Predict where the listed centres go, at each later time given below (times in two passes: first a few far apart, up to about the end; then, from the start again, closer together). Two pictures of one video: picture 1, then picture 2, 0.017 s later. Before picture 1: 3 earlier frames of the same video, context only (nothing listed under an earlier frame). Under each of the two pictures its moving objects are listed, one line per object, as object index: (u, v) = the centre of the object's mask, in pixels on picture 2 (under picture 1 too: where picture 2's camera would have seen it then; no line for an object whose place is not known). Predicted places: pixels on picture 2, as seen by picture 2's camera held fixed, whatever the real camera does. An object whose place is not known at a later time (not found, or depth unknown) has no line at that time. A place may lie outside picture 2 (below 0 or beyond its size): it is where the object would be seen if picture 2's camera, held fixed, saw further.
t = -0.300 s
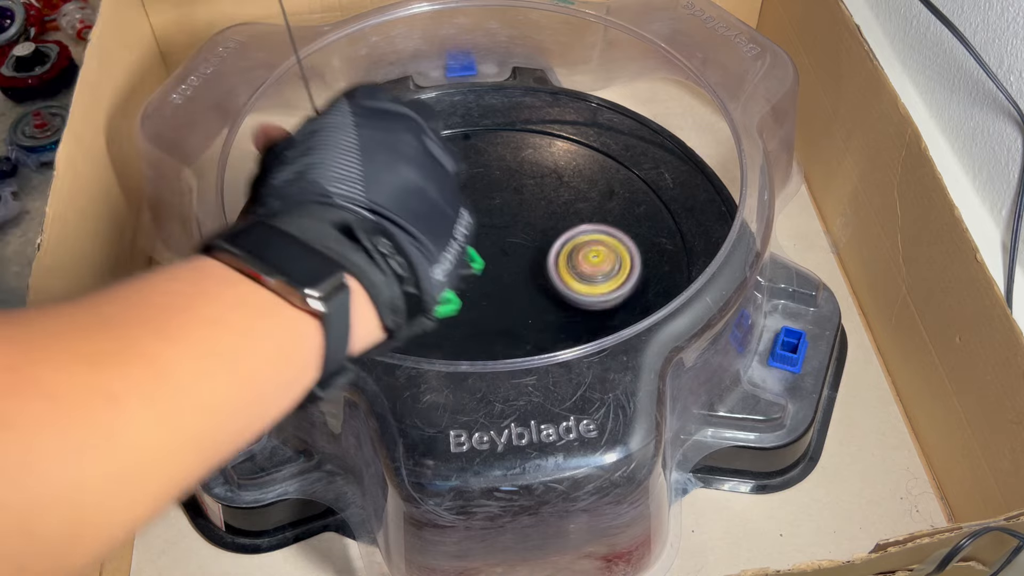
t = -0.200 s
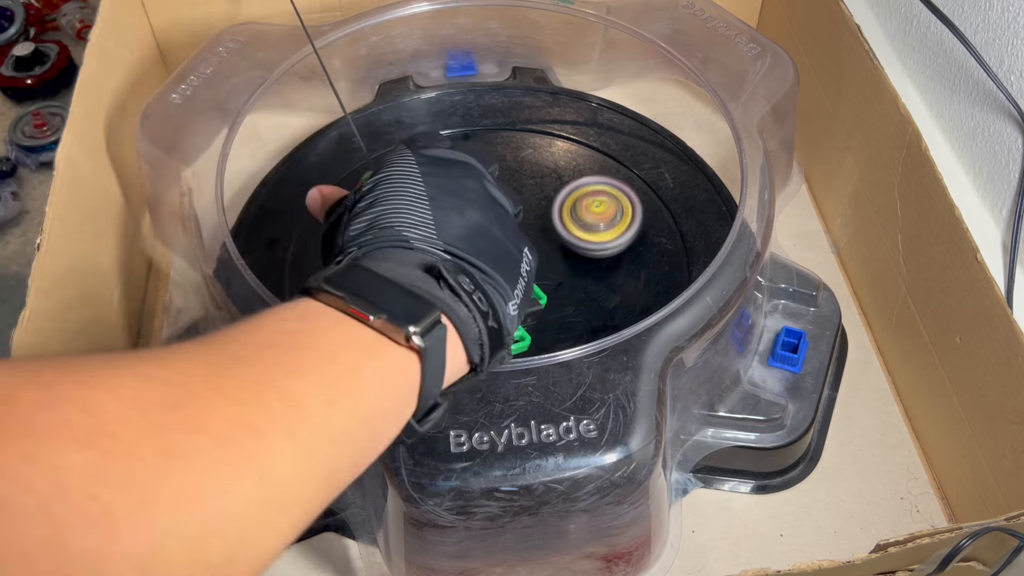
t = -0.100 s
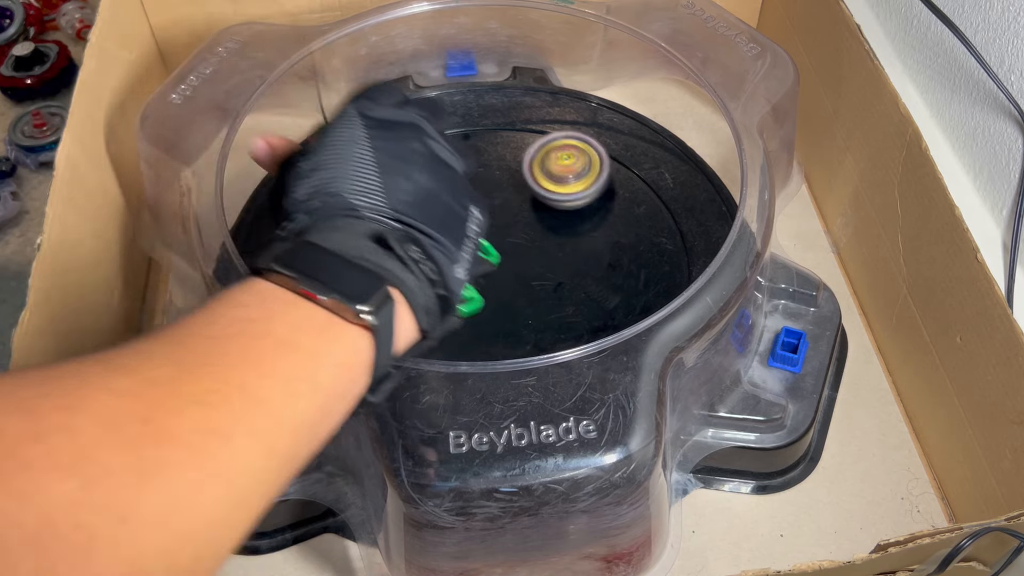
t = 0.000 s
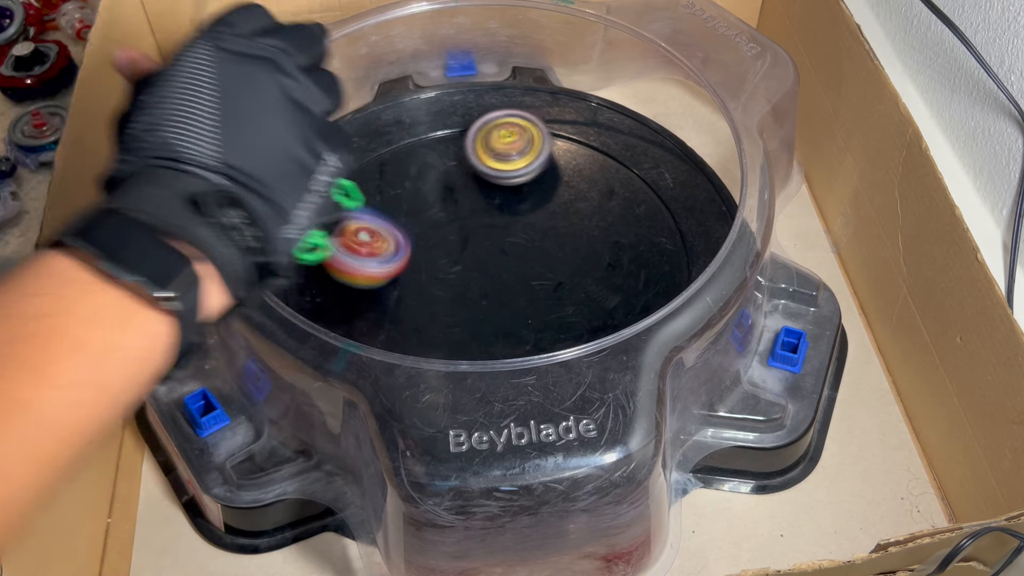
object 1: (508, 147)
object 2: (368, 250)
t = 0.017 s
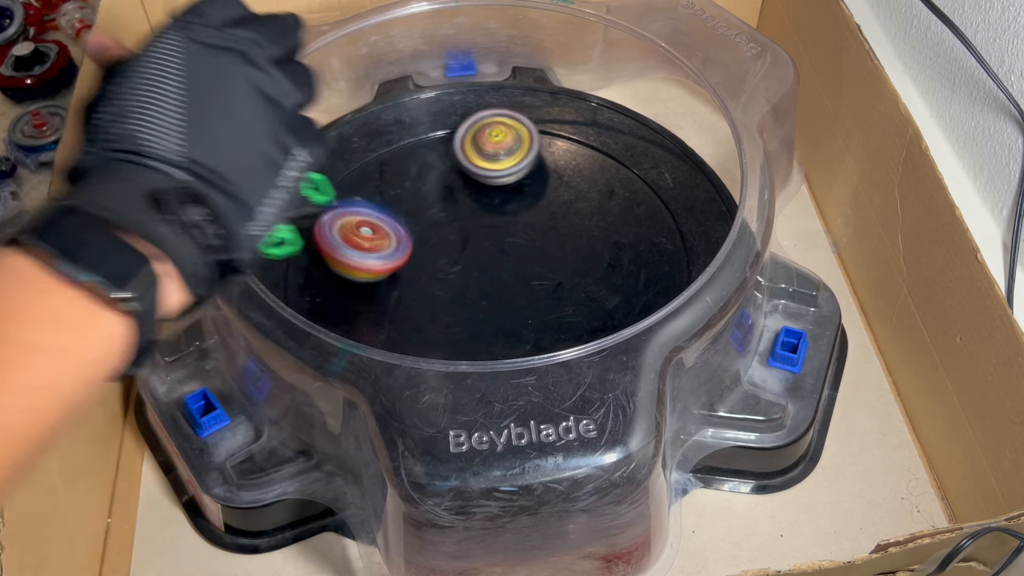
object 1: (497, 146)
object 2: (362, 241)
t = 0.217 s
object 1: (486, 141)
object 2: (267, 261)
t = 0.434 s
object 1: (513, 213)
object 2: (420, 327)
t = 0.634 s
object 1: (560, 137)
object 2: (489, 391)
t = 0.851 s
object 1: (491, 165)
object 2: (508, 311)
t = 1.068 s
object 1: (374, 155)
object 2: (549, 280)
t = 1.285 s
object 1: (379, 245)
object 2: (522, 231)
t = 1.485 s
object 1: (510, 316)
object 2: (427, 173)
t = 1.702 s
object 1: (617, 263)
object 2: (347, 225)
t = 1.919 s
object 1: (581, 211)
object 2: (476, 308)
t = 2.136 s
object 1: (486, 200)
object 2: (587, 223)
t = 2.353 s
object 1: (437, 247)
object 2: (514, 138)
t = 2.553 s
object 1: (489, 295)
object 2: (414, 182)
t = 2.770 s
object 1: (571, 272)
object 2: (477, 297)
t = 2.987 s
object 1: (587, 207)
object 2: (572, 286)
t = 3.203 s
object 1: (513, 161)
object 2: (567, 248)
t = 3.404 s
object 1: (433, 195)
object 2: (522, 244)
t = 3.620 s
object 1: (416, 279)
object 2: (519, 287)
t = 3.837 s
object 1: (473, 325)
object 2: (557, 266)
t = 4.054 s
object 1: (523, 360)
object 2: (535, 166)
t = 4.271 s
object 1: (509, 343)
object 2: (440, 127)
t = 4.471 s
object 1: (488, 266)
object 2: (369, 233)
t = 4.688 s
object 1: (453, 229)
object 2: (471, 319)
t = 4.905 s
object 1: (400, 259)
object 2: (580, 253)
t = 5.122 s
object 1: (387, 309)
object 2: (510, 204)
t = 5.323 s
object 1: (440, 326)
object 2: (450, 247)
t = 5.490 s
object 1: (498, 345)
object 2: (472, 234)
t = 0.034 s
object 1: (486, 147)
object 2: (363, 233)
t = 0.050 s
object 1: (474, 149)
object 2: (366, 227)
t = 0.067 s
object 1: (463, 151)
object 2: (368, 222)
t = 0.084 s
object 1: (452, 155)
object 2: (372, 217)
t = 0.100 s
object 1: (442, 159)
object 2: (376, 212)
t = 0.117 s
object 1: (445, 155)
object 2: (361, 219)
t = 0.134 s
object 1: (452, 150)
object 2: (341, 228)
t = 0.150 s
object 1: (460, 147)
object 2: (321, 235)
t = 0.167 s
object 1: (466, 143)
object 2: (302, 243)
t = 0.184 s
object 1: (474, 141)
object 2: (288, 247)
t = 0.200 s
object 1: (480, 141)
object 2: (277, 253)
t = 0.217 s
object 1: (486, 141)
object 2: (267, 261)
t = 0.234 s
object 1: (491, 143)
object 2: (257, 273)
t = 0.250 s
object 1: (497, 145)
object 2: (264, 287)
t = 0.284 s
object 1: (506, 152)
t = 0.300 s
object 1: (509, 157)
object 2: (299, 313)
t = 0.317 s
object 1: (511, 162)
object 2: (311, 319)
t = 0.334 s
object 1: (512, 169)
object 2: (322, 324)
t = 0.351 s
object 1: (514, 175)
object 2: (337, 332)
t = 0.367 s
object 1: (514, 182)
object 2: (351, 334)
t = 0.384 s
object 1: (515, 190)
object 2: (368, 336)
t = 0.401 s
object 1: (515, 197)
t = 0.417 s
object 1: (514, 205)
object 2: (402, 334)
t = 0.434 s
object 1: (513, 213)
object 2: (420, 327)
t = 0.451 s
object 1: (512, 220)
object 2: (437, 325)
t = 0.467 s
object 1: (511, 228)
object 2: (454, 321)
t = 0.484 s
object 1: (509, 235)
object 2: (470, 315)
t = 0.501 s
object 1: (509, 240)
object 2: (484, 312)
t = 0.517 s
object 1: (518, 227)
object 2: (486, 322)
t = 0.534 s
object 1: (527, 212)
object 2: (486, 337)
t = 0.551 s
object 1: (535, 197)
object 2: (487, 351)
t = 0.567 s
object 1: (543, 183)
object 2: (488, 363)
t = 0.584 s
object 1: (549, 170)
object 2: (489, 374)
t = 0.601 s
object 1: (554, 158)
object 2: (488, 383)
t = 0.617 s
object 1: (558, 147)
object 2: (488, 387)
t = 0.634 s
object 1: (560, 137)
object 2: (489, 391)
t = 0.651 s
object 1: (562, 129)
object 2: (489, 392)
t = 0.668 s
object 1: (558, 126)
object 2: (488, 392)
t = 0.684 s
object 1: (555, 125)
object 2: (489, 392)
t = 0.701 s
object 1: (551, 128)
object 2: (489, 391)
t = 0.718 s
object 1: (547, 130)
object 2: (492, 388)
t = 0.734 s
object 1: (542, 132)
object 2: (492, 382)
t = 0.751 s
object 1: (535, 135)
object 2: (492, 376)
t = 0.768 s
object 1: (529, 139)
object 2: (495, 369)
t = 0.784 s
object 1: (522, 144)
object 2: (497, 357)
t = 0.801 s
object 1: (514, 148)
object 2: (498, 344)
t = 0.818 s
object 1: (506, 154)
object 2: (501, 329)
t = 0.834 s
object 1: (499, 159)
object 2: (505, 321)
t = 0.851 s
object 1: (491, 165)
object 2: (508, 311)
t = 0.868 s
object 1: (483, 172)
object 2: (510, 300)
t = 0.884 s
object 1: (477, 178)
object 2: (511, 286)
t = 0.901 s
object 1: (469, 185)
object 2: (509, 273)
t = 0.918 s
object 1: (463, 191)
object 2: (508, 263)
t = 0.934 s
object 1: (452, 190)
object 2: (512, 260)
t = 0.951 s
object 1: (440, 182)
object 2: (518, 264)
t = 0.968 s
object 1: (428, 175)
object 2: (525, 268)
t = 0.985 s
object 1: (416, 169)
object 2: (531, 270)
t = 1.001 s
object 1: (406, 164)
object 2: (535, 275)
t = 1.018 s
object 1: (396, 160)
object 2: (540, 277)
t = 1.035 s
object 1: (388, 157)
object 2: (543, 278)
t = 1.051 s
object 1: (381, 156)
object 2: (546, 279)
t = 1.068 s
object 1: (374, 155)
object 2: (549, 280)
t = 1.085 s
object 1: (370, 156)
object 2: (550, 279)
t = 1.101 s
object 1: (365, 158)
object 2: (551, 278)
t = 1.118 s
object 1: (362, 162)
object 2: (551, 277)
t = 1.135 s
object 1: (360, 167)
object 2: (551, 274)
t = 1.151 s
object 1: (358, 173)
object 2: (550, 271)
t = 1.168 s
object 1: (358, 179)
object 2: (548, 269)
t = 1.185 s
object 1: (358, 187)
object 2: (546, 263)
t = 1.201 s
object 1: (360, 195)
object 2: (543, 260)
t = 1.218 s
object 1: (362, 205)
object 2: (540, 254)
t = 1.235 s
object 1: (364, 215)
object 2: (535, 249)
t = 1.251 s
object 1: (368, 224)
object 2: (532, 243)
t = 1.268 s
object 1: (373, 235)
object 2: (526, 237)
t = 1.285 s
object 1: (379, 245)
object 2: (522, 231)
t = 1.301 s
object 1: (386, 255)
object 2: (515, 224)
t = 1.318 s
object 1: (393, 264)
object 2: (509, 218)
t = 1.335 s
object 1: (402, 272)
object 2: (501, 211)
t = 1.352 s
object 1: (411, 281)
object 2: (494, 206)
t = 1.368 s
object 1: (421, 289)
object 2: (486, 200)
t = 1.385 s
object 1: (433, 296)
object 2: (478, 195)
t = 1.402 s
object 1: (445, 302)
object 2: (470, 190)
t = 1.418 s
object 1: (457, 307)
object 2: (461, 186)
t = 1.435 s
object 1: (470, 311)
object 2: (452, 181)
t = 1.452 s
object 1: (483, 314)
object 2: (443, 177)
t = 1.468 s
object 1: (497, 315)
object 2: (435, 175)
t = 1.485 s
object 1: (510, 316)
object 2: (427, 173)
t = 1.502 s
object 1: (523, 315)
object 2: (417, 171)
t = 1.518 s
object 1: (535, 314)
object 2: (409, 170)
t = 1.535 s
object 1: (547, 311)
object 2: (400, 170)
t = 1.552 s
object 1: (558, 308)
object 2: (392, 171)
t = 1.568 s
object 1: (568, 305)
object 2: (383, 173)
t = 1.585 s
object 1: (578, 301)
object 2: (375, 175)
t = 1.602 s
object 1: (587, 297)
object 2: (368, 179)
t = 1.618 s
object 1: (594, 292)
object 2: (362, 184)
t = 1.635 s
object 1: (601, 286)
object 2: (356, 191)
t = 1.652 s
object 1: (607, 281)
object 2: (351, 197)
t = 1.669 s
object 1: (611, 274)
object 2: (349, 206)
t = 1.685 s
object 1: (615, 268)
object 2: (347, 215)
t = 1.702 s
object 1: (617, 263)
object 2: (347, 225)
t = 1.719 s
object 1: (618, 257)
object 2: (347, 235)
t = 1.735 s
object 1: (620, 252)
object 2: (351, 246)
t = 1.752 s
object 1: (619, 246)
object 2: (356, 256)
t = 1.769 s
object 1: (618, 241)
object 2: (363, 265)
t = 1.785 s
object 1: (616, 237)
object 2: (371, 275)
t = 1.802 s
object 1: (613, 233)
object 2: (380, 283)
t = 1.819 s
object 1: (610, 229)
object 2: (393, 291)
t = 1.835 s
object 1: (607, 226)
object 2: (405, 297)
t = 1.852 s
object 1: (602, 222)
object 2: (419, 302)
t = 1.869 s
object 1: (598, 219)
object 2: (433, 306)
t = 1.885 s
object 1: (593, 216)
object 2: (446, 308)
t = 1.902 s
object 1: (586, 214)
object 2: (462, 308)
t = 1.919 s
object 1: (581, 211)
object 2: (476, 308)
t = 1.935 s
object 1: (574, 209)
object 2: (491, 307)
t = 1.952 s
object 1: (567, 207)
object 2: (505, 303)
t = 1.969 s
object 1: (561, 205)
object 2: (517, 300)
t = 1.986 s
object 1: (553, 204)
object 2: (529, 294)
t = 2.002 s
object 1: (546, 202)
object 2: (540, 289)
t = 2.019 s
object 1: (538, 201)
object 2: (551, 283)
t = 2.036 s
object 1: (530, 200)
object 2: (560, 275)
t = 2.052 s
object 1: (522, 198)
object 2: (568, 269)
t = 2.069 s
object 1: (515, 198)
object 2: (573, 260)
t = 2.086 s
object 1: (507, 198)
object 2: (579, 251)
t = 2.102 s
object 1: (500, 198)
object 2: (582, 241)
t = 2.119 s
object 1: (493, 199)
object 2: (585, 233)
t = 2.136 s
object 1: (486, 200)
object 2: (587, 223)
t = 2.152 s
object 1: (479, 201)
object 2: (587, 214)
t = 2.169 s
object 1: (473, 203)
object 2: (585, 205)
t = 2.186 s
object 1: (466, 205)
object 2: (584, 195)
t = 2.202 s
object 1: (461, 208)
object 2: (581, 185)
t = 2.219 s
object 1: (456, 211)
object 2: (577, 177)
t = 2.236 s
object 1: (451, 215)
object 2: (572, 169)
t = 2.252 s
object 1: (447, 218)
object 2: (565, 162)
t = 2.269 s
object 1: (444, 223)
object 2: (558, 156)
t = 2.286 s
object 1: (440, 228)
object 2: (549, 150)
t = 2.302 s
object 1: (438, 232)
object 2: (541, 146)
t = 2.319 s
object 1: (437, 237)
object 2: (532, 143)
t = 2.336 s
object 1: (436, 242)
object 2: (523, 140)
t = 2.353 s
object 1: (437, 247)
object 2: (514, 138)
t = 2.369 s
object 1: (438, 253)
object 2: (505, 138)
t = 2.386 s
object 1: (439, 258)
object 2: (495, 138)
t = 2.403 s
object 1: (442, 263)
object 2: (485, 138)
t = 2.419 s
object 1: (445, 268)
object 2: (475, 139)
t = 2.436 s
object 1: (448, 273)
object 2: (465, 140)
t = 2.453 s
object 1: (453, 277)
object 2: (455, 143)
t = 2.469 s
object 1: (458, 281)
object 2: (446, 147)
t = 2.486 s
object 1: (463, 285)
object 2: (438, 152)
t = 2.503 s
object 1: (469, 288)
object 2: (430, 159)
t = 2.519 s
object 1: (475, 291)
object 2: (423, 166)
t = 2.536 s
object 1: (482, 294)
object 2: (418, 174)
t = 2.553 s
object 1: (489, 295)
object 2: (414, 182)
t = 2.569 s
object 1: (496, 296)
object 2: (411, 192)
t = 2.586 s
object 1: (503, 296)
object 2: (410, 202)
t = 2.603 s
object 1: (511, 296)
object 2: (409, 212)
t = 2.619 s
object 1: (518, 296)
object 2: (411, 223)
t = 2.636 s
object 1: (525, 295)
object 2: (414, 235)
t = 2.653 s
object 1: (531, 293)
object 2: (418, 245)
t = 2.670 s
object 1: (538, 291)
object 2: (423, 254)
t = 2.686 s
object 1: (544, 289)
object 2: (429, 263)
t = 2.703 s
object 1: (550, 286)
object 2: (438, 272)
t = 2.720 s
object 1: (556, 283)
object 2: (447, 280)
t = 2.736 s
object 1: (560, 279)
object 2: (457, 286)
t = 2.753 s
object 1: (565, 276)
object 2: (468, 292)
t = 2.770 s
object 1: (571, 272)
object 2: (477, 297)
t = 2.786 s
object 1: (577, 267)
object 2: (485, 301)
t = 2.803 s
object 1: (581, 263)
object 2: (494, 304)
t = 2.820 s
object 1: (585, 258)
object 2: (503, 306)
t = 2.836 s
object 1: (587, 254)
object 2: (511, 306)
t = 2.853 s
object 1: (589, 248)
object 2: (521, 306)
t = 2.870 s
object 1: (591, 243)
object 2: (530, 305)
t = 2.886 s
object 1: (593, 238)
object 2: (539, 302)
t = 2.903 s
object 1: (594, 232)
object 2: (547, 301)
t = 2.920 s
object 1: (594, 226)
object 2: (553, 299)
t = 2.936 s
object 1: (593, 222)
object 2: (558, 297)
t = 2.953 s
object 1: (591, 216)
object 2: (564, 294)
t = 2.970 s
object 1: (589, 212)
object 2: (568, 290)
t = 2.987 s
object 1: (587, 207)
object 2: (572, 286)
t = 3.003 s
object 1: (584, 203)
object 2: (576, 281)
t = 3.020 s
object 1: (580, 199)
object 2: (578, 276)
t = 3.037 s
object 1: (576, 195)
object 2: (581, 271)
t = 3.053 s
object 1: (572, 192)
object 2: (582, 266)
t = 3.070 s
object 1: (567, 188)
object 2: (582, 261)
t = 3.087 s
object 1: (562, 184)
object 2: (582, 258)
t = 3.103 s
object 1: (557, 179)
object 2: (581, 258)
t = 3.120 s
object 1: (550, 173)
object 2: (581, 257)
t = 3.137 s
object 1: (544, 169)
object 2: (579, 256)
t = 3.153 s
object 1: (537, 166)
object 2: (576, 255)
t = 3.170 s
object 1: (529, 163)
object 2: (573, 253)
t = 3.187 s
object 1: (521, 162)
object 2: (570, 251)
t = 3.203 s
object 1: (513, 161)
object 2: (567, 248)
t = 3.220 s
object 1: (506, 161)
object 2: (563, 246)
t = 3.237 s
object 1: (498, 161)
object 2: (559, 244)
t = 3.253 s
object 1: (491, 162)
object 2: (555, 242)
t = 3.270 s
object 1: (484, 164)
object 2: (551, 240)
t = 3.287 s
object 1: (477, 166)
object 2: (547, 238)
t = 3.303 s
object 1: (469, 169)
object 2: (543, 237)
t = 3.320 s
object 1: (463, 172)
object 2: (540, 237)
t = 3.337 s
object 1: (456, 175)
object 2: (536, 237)
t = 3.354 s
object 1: (450, 180)
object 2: (533, 238)
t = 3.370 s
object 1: (444, 184)
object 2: (529, 239)
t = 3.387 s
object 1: (439, 189)
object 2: (526, 242)
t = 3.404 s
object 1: (433, 195)
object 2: (522, 244)
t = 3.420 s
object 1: (428, 201)
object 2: (520, 247)
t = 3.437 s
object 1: (424, 207)
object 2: (517, 251)
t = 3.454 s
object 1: (420, 213)
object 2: (514, 254)
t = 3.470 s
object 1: (416, 220)
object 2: (513, 259)
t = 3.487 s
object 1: (414, 227)
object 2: (511, 262)
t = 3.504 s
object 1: (412, 233)
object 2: (511, 267)
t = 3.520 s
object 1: (411, 241)
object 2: (510, 271)
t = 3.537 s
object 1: (410, 248)
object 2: (509, 274)
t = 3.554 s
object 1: (410, 254)
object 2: (509, 277)
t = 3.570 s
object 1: (412, 261)
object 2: (510, 280)
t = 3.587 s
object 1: (413, 268)
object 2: (512, 282)
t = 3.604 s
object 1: (415, 274)
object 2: (514, 284)
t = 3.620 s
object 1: (416, 279)
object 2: (519, 287)
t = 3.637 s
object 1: (417, 284)
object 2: (523, 288)
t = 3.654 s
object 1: (419, 290)
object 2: (528, 289)
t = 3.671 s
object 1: (421, 295)
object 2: (532, 289)
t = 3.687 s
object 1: (425, 299)
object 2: (535, 289)
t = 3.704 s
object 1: (430, 304)
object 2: (539, 288)
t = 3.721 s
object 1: (434, 309)
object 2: (541, 287)
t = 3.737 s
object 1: (440, 312)
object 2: (543, 285)
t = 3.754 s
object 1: (446, 316)
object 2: (544, 283)
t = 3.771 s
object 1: (453, 319)
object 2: (546, 281)
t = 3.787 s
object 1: (459, 321)
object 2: (548, 277)
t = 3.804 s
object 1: (463, 323)
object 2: (552, 273)
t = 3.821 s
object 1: (468, 324)
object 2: (555, 269)
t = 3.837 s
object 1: (473, 325)
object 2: (557, 266)
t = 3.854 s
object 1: (479, 326)
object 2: (558, 263)
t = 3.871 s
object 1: (485, 326)
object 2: (558, 260)
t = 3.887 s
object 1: (492, 325)
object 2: (557, 257)
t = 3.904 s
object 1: (499, 325)
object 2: (555, 255)
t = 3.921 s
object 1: (506, 324)
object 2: (551, 253)
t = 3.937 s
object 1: (513, 323)
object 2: (548, 251)
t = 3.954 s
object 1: (520, 321)
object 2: (543, 249)
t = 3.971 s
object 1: (525, 322)
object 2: (539, 244)
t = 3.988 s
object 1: (523, 327)
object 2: (540, 225)
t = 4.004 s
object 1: (524, 340)
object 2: (539, 209)
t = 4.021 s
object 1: (524, 350)
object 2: (540, 195)
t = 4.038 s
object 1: (524, 357)
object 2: (538, 179)
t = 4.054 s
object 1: (523, 360)
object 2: (535, 166)
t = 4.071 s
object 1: (523, 370)
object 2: (532, 153)
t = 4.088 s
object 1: (523, 373)
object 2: (527, 141)
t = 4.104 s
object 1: (523, 375)
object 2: (523, 133)
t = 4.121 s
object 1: (523, 375)
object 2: (517, 124)
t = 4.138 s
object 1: (522, 374)
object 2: (509, 118)
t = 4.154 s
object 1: (520, 373)
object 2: (501, 114)
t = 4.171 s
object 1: (520, 371)
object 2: (494, 111)
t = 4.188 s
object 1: (518, 368)
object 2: (486, 109)
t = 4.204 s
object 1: (516, 360)
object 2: (477, 109)
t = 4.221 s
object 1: (514, 359)
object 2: (468, 112)
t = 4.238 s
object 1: (512, 355)
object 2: (458, 116)
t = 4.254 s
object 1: (510, 349)
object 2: (449, 122)
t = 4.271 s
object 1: (509, 343)
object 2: (440, 127)
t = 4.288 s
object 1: (506, 332)
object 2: (431, 134)
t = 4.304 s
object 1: (504, 329)
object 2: (422, 140)
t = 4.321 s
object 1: (502, 325)
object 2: (414, 148)
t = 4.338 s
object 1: (501, 320)
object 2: (406, 157)
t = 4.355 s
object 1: (500, 315)
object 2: (399, 164)
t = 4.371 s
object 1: (498, 307)
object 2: (392, 172)
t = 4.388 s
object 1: (496, 300)
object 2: (386, 181)
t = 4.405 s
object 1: (494, 293)
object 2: (380, 191)
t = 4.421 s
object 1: (493, 286)
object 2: (376, 200)
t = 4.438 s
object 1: (492, 279)
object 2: (372, 210)
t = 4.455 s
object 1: (490, 272)
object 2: (370, 222)
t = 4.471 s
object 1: (488, 266)
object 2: (369, 233)
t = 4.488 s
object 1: (486, 260)
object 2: (371, 243)
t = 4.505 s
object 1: (485, 254)
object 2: (373, 254)
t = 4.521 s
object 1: (483, 249)
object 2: (376, 263)
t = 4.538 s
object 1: (481, 245)
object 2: (382, 274)
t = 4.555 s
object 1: (478, 241)
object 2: (387, 282)
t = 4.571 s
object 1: (476, 238)
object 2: (394, 290)
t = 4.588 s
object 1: (473, 235)
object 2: (402, 298)
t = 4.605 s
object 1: (471, 232)
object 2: (412, 305)
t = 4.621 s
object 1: (467, 231)
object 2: (423, 310)
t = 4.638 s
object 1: (464, 230)
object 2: (434, 314)
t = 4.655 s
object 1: (460, 229)
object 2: (446, 316)
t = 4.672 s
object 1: (456, 229)
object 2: (459, 319)
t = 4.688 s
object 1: (453, 229)
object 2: (471, 319)
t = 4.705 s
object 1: (449, 230)
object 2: (481, 318)
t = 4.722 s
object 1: (444, 231)
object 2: (496, 317)
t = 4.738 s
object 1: (440, 232)
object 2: (509, 316)
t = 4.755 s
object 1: (436, 234)
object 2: (523, 312)
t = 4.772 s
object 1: (433, 236)
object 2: (533, 307)
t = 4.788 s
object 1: (428, 238)
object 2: (544, 302)
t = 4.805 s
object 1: (424, 241)
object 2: (553, 297)
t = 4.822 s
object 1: (419, 243)
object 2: (561, 291)
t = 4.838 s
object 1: (415, 246)
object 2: (567, 283)
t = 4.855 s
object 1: (411, 249)
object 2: (573, 277)
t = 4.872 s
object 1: (407, 252)
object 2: (577, 269)
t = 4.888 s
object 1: (403, 256)
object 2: (579, 261)
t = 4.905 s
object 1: (400, 259)
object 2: (580, 253)
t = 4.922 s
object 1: (396, 263)
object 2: (579, 247)
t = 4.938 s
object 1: (393, 267)
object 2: (577, 240)
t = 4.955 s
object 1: (391, 270)
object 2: (574, 234)
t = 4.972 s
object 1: (389, 274)
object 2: (571, 228)
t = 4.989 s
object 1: (387, 278)
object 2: (566, 223)
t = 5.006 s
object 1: (385, 283)
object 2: (560, 218)
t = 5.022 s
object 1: (384, 287)
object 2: (554, 214)
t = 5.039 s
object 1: (383, 290)
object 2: (545, 211)
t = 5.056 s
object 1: (383, 294)
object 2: (538, 208)
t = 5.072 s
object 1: (384, 298)
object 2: (532, 207)
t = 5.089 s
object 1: (384, 302)
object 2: (525, 204)
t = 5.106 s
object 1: (385, 306)
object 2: (517, 204)
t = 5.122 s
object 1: (387, 309)
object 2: (510, 204)
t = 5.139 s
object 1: (390, 312)
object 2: (502, 206)
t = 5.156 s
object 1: (393, 314)
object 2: (494, 207)
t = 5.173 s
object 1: (396, 316)
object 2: (488, 210)
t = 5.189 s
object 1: (400, 318)
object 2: (483, 212)
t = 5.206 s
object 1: (403, 320)
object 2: (476, 216)
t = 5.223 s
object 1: (408, 321)
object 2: (470, 219)
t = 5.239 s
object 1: (413, 323)
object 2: (465, 223)
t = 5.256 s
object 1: (418, 324)
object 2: (460, 228)
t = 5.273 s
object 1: (423, 325)
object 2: (457, 232)
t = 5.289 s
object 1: (428, 326)
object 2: (455, 237)
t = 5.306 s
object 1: (434, 326)
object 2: (452, 242)
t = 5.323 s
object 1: (440, 326)
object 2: (450, 247)
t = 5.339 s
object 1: (446, 327)
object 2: (449, 251)
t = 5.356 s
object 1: (451, 328)
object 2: (450, 253)
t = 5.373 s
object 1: (455, 331)
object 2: (453, 249)
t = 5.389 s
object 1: (460, 334)
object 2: (456, 245)
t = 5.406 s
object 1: (466, 343)
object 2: (458, 241)
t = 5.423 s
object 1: (472, 345)
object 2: (461, 239)
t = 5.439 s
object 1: (479, 345)
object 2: (463, 236)
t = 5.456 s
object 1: (485, 347)
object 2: (467, 236)
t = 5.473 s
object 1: (492, 345)
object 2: (470, 234)
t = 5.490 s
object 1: (498, 345)
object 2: (472, 234)
